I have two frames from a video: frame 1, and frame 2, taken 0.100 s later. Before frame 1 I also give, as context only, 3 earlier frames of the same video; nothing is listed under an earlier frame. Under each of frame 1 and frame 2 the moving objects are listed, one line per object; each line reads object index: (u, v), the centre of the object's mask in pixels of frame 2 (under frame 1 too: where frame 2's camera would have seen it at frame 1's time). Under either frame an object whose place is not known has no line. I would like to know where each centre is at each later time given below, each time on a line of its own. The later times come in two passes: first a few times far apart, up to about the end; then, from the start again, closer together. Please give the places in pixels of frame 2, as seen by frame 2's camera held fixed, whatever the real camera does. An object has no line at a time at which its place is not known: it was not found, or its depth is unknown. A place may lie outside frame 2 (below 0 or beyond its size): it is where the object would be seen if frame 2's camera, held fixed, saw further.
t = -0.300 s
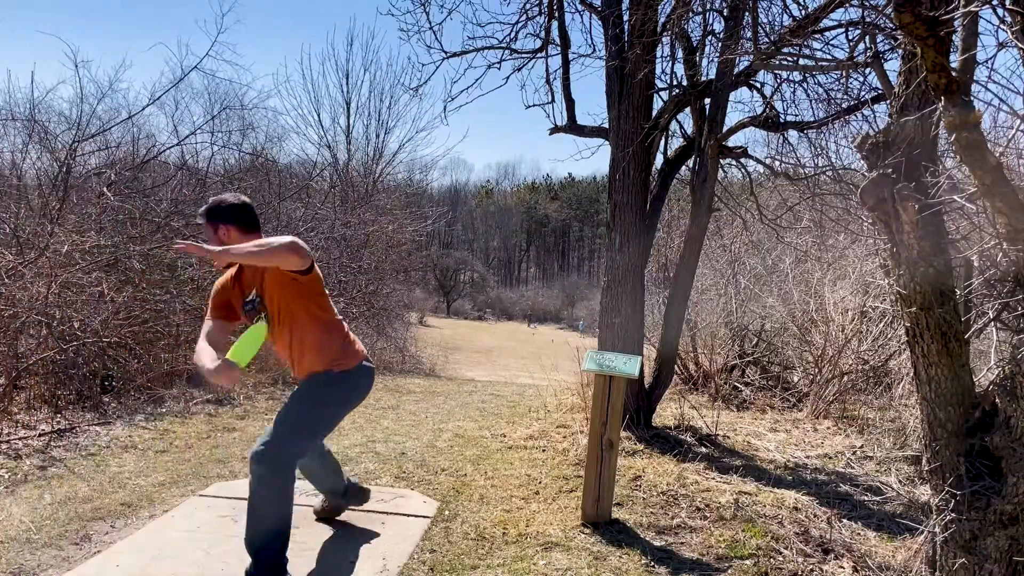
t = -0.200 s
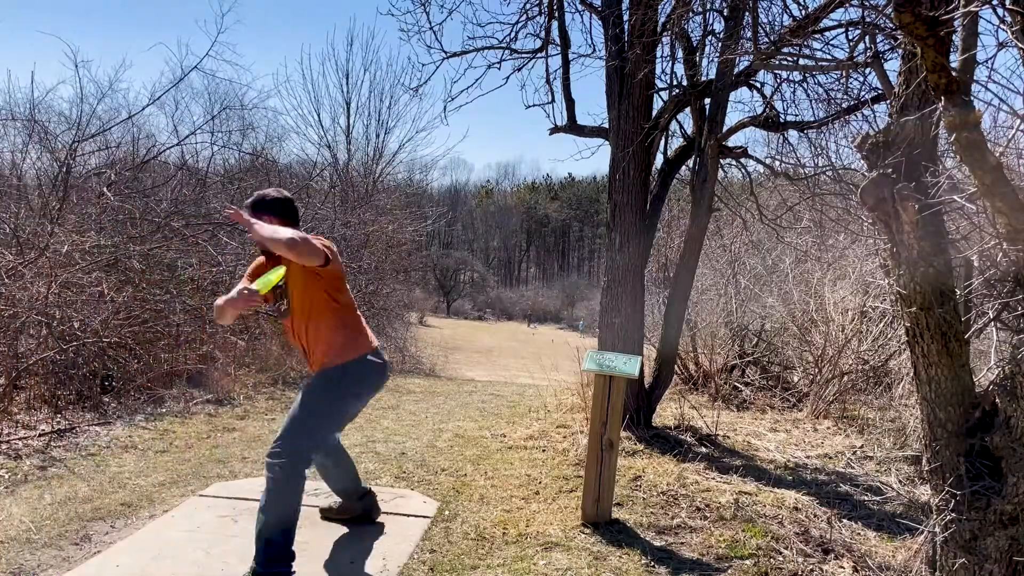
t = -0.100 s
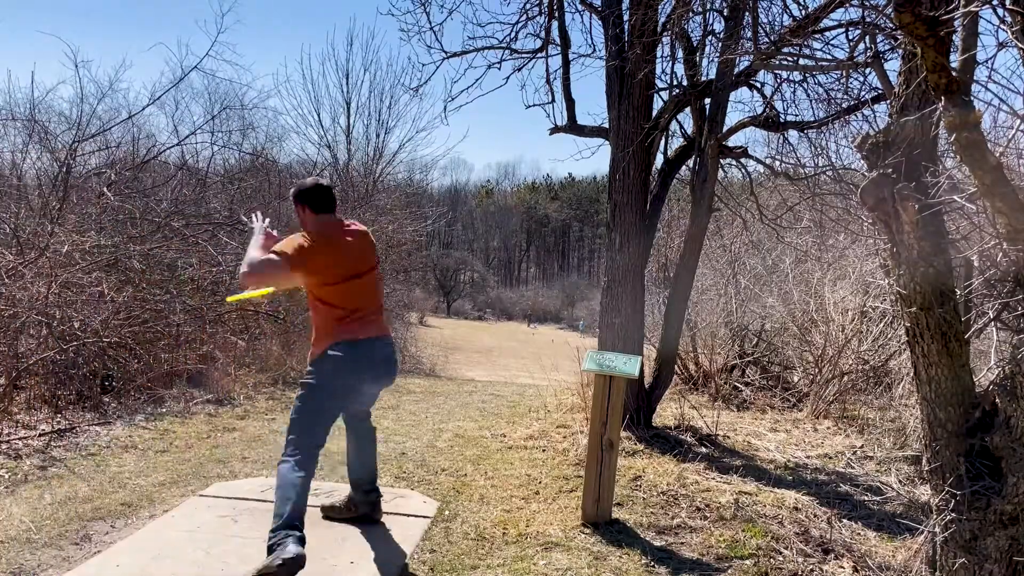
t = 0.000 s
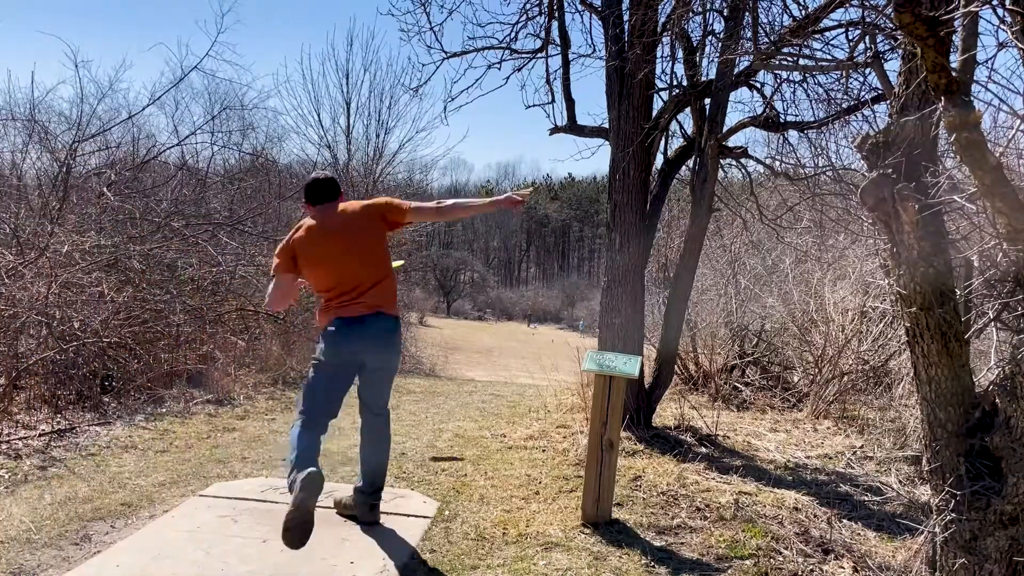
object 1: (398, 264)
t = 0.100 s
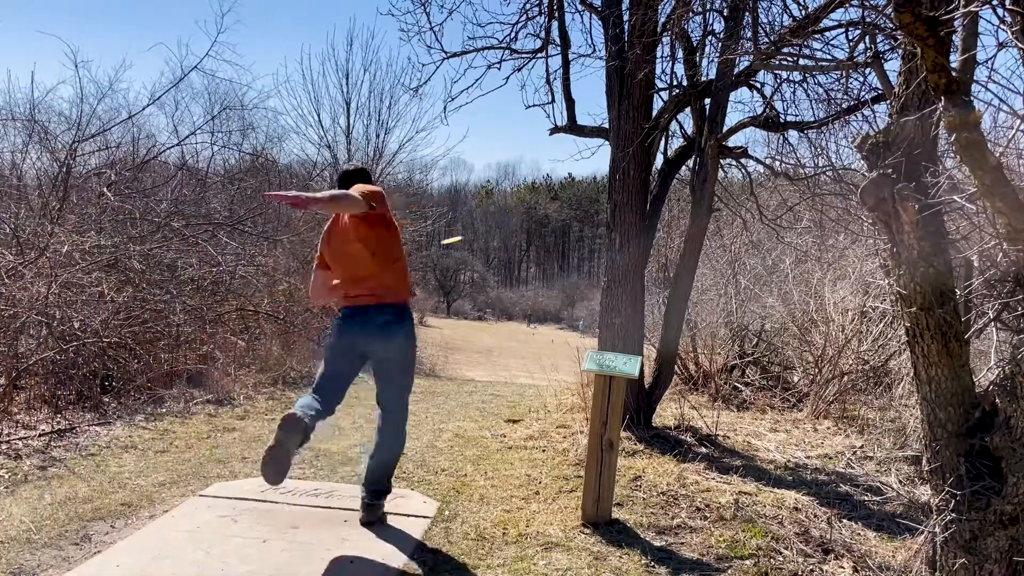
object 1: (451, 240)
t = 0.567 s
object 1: (529, 202)
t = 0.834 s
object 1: (540, 208)
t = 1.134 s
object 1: (546, 218)
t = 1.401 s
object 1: (547, 225)
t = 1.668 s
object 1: (548, 232)
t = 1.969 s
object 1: (547, 240)
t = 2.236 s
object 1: (545, 243)
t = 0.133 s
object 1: (464, 233)
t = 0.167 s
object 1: (475, 228)
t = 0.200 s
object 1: (484, 224)
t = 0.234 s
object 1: (492, 220)
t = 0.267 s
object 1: (498, 217)
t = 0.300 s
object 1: (504, 214)
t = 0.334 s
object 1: (509, 212)
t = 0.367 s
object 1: (514, 210)
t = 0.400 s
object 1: (518, 208)
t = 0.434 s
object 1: (520, 207)
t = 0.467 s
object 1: (523, 204)
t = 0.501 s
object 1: (525, 203)
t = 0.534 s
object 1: (527, 202)
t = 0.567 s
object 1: (529, 202)
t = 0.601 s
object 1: (531, 202)
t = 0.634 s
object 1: (534, 202)
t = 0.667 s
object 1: (535, 203)
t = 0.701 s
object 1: (536, 204)
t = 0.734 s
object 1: (537, 204)
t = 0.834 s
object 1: (540, 208)
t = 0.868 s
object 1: (541, 209)
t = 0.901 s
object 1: (542, 211)
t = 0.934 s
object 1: (542, 211)
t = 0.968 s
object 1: (544, 212)
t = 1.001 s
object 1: (544, 213)
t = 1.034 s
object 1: (545, 214)
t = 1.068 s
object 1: (545, 215)
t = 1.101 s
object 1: (546, 217)
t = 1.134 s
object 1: (546, 218)
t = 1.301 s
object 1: (547, 223)
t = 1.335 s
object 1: (547, 224)
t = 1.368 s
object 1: (547, 224)
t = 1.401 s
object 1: (547, 225)
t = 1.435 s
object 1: (547, 227)
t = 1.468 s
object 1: (548, 227)
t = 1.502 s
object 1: (547, 228)
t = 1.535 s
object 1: (548, 230)
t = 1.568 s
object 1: (548, 230)
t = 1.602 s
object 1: (548, 231)
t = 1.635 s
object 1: (548, 231)
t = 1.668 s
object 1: (548, 232)
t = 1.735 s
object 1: (548, 233)
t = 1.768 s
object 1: (548, 234)
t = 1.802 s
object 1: (548, 236)
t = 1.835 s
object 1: (548, 237)
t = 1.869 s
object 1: (548, 238)
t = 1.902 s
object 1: (548, 239)
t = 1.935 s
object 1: (547, 240)
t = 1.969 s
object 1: (547, 240)
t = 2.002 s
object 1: (547, 240)
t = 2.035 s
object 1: (546, 241)
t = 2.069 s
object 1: (546, 241)
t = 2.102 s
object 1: (546, 242)
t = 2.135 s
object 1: (546, 242)
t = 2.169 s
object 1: (546, 242)
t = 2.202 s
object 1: (545, 242)
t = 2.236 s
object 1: (545, 243)
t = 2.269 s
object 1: (544, 244)
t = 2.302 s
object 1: (544, 244)
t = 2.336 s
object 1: (544, 245)
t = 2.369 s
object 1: (543, 245)
